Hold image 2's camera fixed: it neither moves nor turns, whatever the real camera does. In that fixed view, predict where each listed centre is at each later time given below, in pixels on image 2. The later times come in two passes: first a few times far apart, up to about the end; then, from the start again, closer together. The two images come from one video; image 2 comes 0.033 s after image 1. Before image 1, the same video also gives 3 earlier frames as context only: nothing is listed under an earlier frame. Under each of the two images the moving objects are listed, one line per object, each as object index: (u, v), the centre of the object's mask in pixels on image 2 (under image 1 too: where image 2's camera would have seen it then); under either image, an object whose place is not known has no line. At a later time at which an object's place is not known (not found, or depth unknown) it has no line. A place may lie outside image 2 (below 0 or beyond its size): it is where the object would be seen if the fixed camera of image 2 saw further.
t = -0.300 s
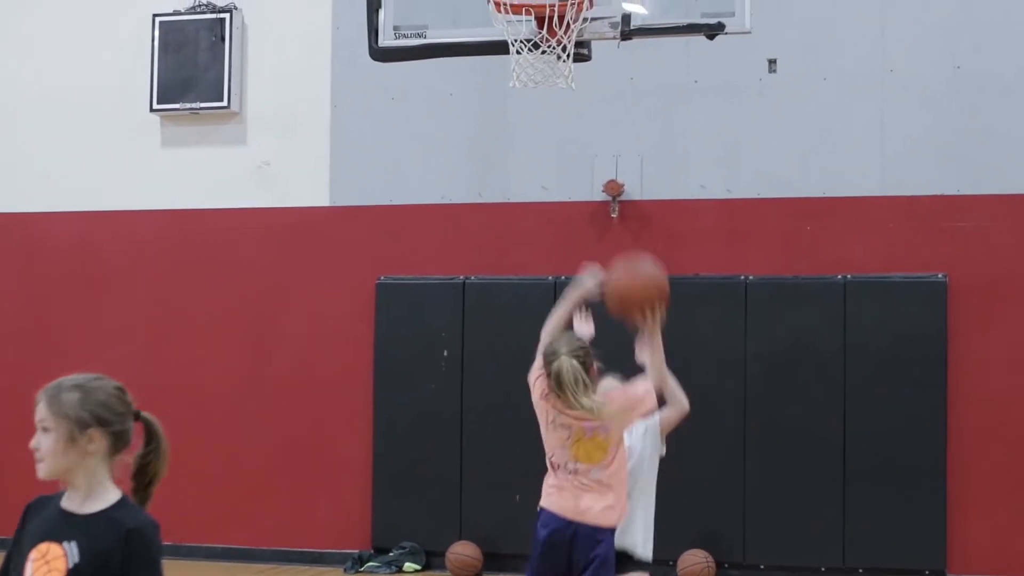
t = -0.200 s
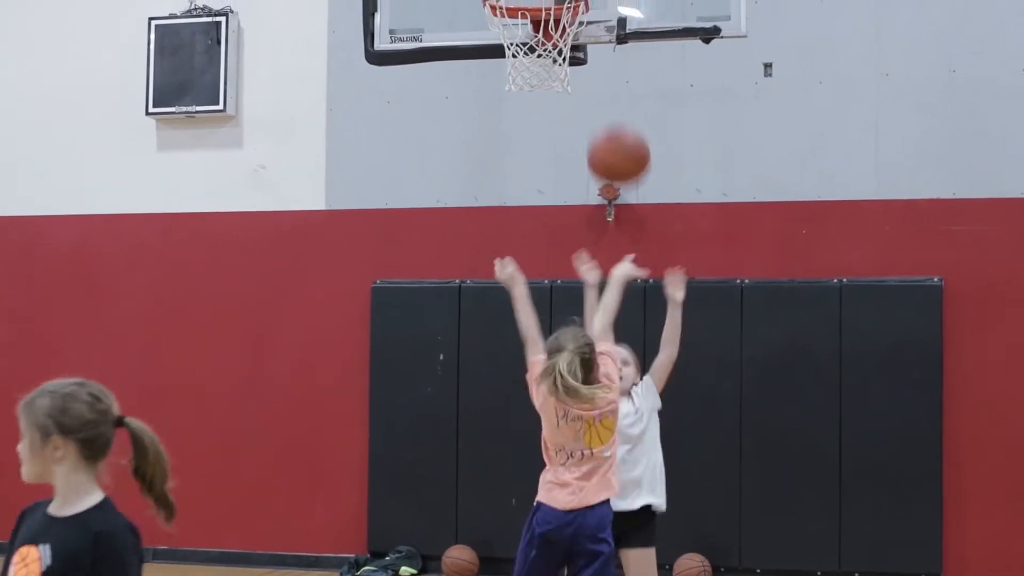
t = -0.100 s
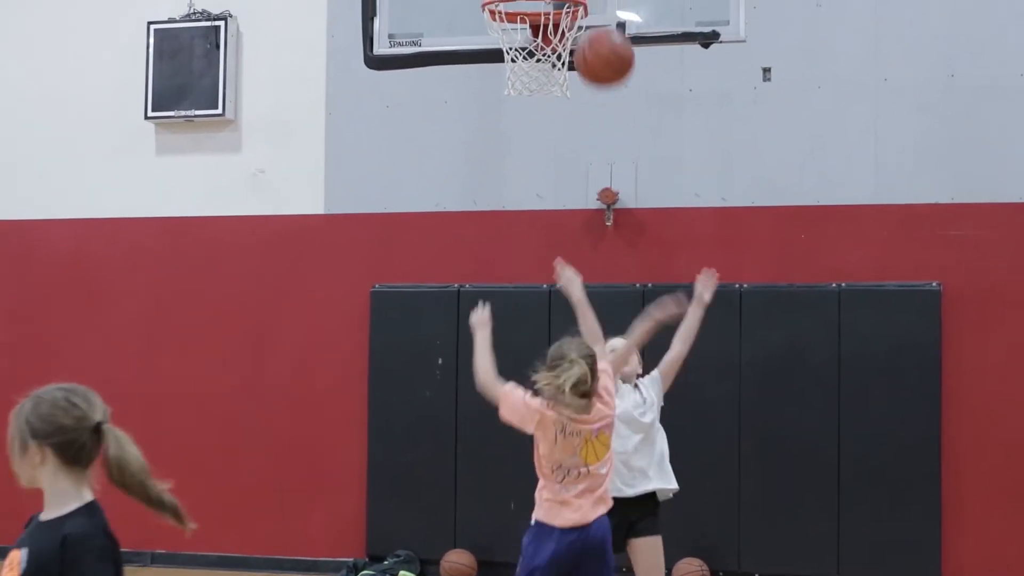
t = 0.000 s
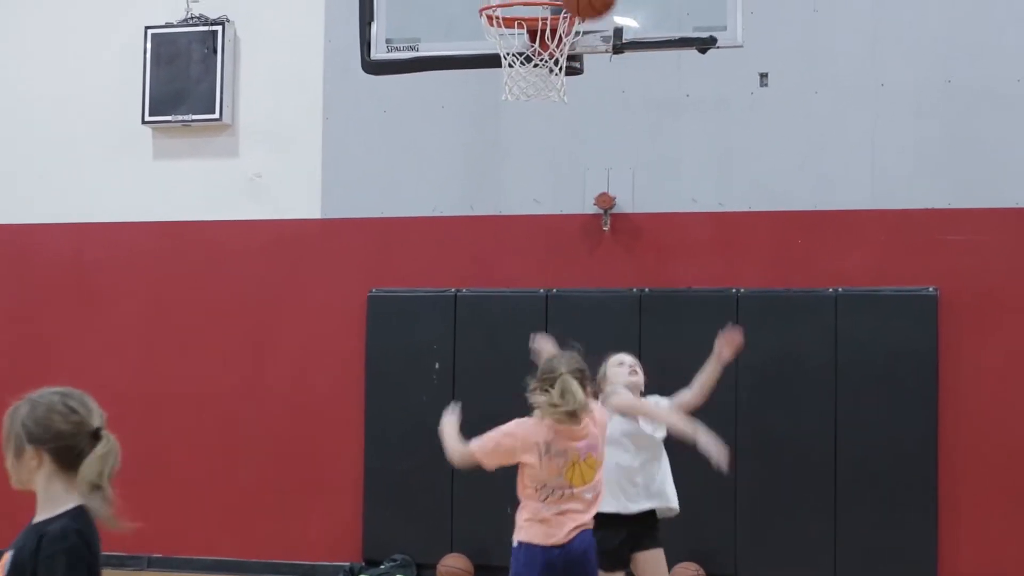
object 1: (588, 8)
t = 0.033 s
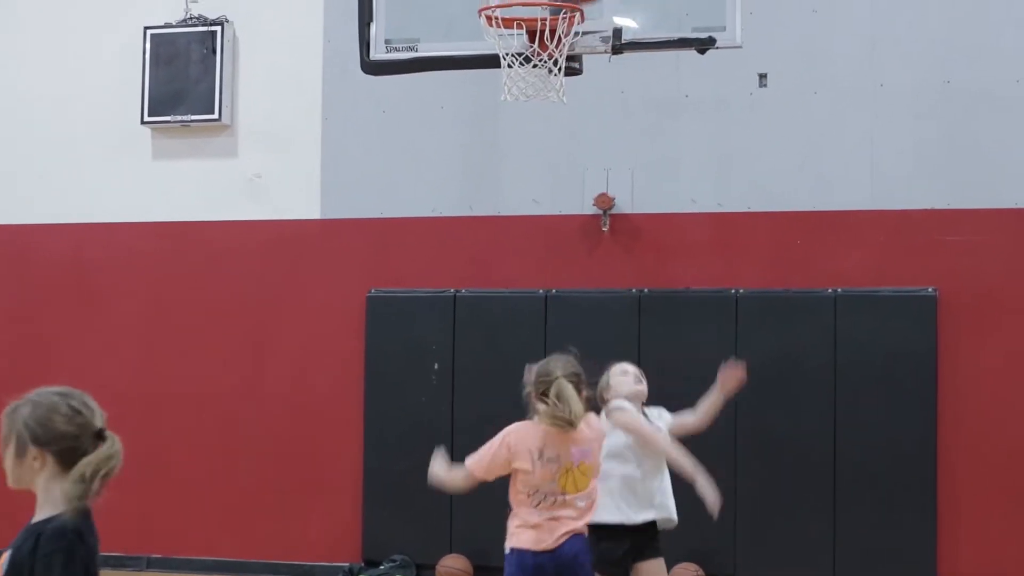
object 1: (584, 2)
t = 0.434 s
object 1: (540, -7)
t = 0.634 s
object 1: (525, -21)
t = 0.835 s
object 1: (510, -2)
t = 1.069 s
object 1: (545, 99)
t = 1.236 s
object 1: (576, 214)
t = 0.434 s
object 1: (540, -7)
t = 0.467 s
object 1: (537, -9)
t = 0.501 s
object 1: (533, -8)
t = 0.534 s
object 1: (532, -15)
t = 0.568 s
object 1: (530, -17)
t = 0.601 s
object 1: (527, -20)
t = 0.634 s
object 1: (525, -21)
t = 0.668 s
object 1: (522, -20)
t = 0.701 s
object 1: (520, -18)
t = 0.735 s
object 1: (517, -16)
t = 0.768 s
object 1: (515, -13)
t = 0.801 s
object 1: (512, -9)
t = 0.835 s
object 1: (510, -2)
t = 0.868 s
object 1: (508, 10)
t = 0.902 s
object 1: (513, 23)
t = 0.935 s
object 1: (519, 35)
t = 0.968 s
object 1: (526, 47)
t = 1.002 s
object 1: (534, 62)
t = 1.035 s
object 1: (540, 97)
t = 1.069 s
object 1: (545, 99)
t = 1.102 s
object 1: (551, 115)
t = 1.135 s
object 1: (557, 136)
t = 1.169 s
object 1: (564, 159)
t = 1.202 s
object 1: (570, 185)
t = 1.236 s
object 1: (576, 214)
